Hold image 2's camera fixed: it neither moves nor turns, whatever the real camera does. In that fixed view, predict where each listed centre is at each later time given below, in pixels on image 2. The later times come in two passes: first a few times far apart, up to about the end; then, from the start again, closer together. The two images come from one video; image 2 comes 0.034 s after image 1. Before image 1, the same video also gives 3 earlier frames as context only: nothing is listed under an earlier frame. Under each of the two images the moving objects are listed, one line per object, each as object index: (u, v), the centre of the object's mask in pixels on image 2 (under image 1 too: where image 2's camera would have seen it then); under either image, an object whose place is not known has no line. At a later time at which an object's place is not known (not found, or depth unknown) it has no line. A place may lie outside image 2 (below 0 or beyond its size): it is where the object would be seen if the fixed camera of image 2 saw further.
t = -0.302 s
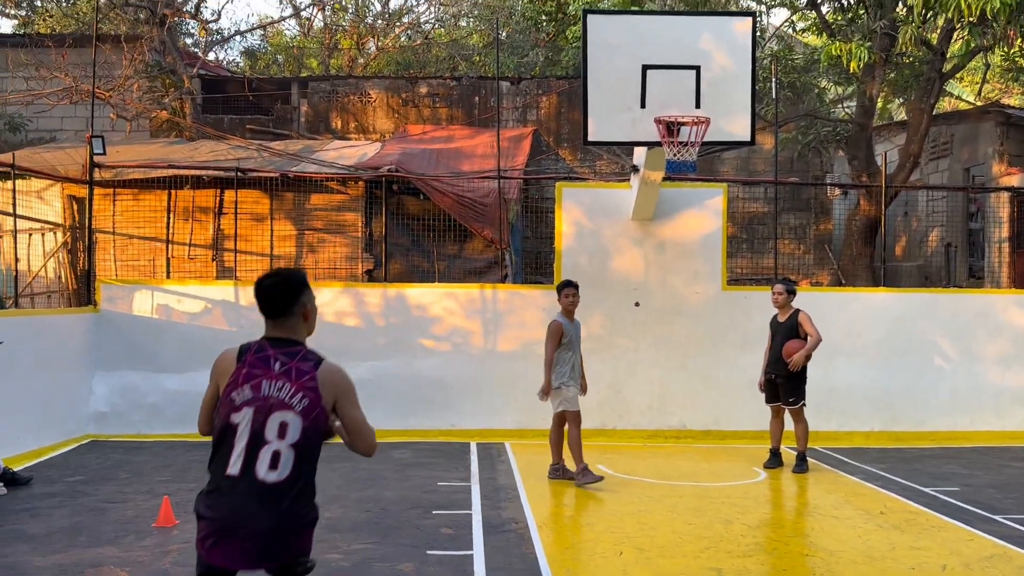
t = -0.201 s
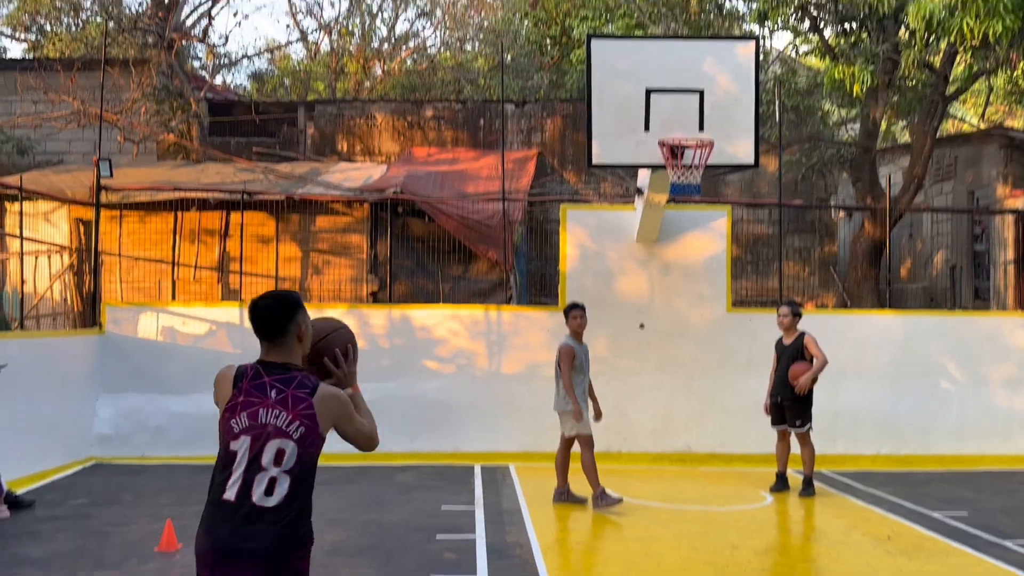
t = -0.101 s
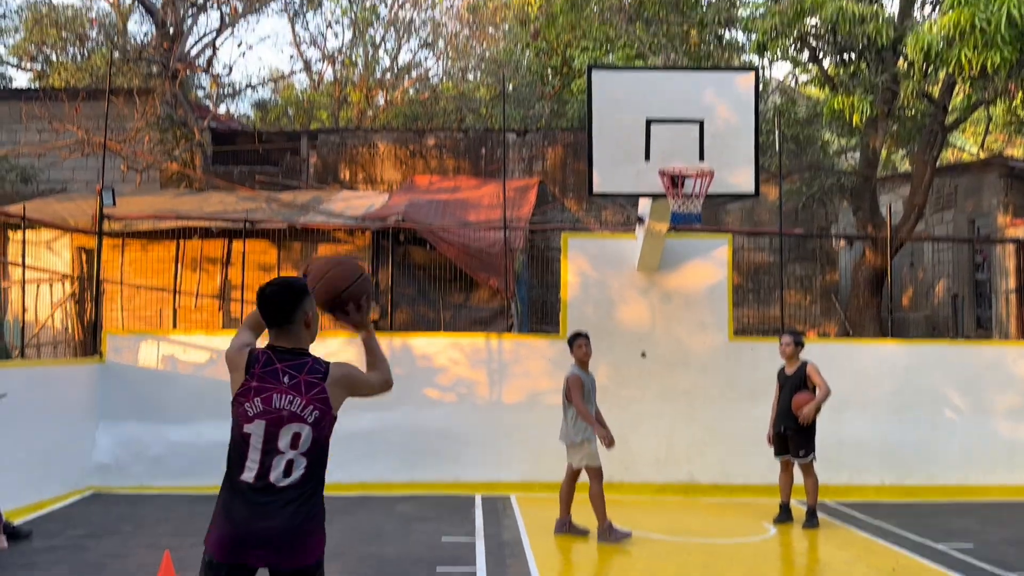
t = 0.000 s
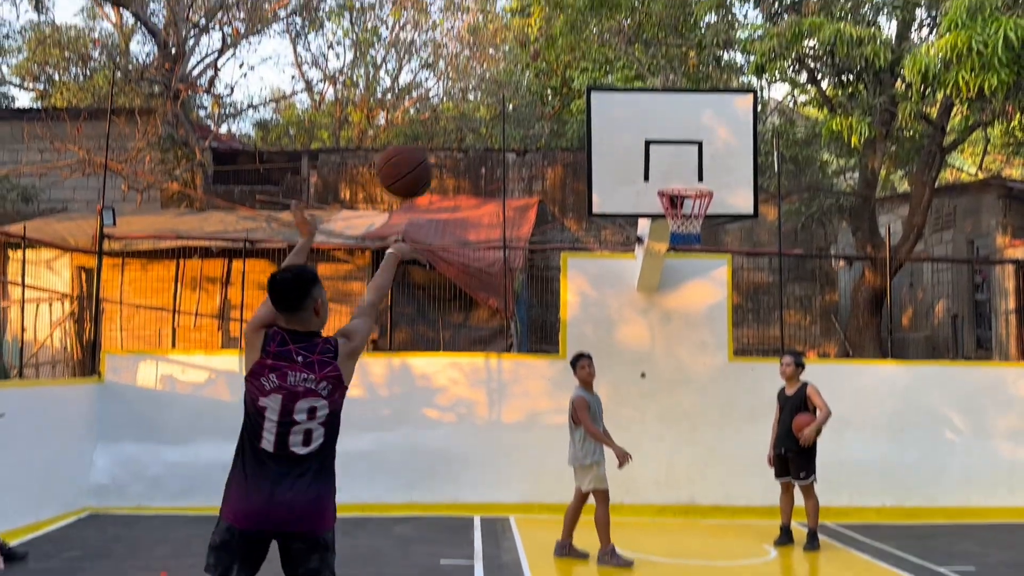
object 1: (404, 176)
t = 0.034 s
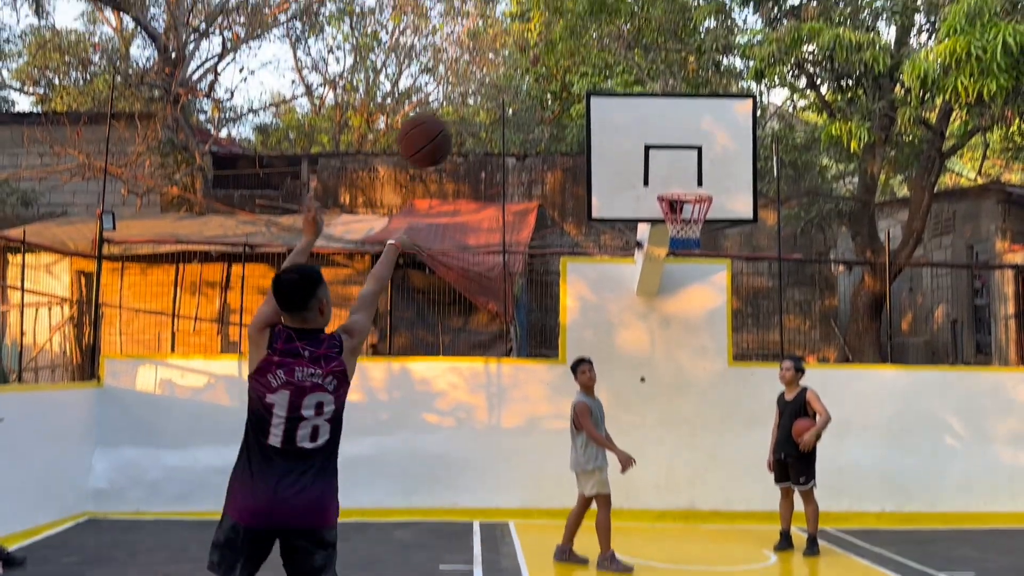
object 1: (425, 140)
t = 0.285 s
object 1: (540, 1)
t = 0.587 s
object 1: (626, 10)
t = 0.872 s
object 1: (679, 111)
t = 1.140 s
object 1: (716, 178)
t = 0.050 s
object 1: (434, 125)
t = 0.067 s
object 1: (443, 110)
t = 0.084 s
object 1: (453, 96)
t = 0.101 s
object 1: (462, 83)
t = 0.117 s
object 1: (469, 72)
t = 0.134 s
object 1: (477, 62)
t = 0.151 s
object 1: (485, 52)
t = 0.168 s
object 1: (493, 43)
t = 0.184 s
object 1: (500, 35)
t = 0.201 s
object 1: (508, 28)
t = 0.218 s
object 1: (514, 22)
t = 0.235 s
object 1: (521, 16)
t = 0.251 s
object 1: (528, 10)
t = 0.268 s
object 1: (534, 5)
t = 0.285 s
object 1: (540, 1)
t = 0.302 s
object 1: (546, -2)
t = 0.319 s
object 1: (552, -5)
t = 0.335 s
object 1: (557, -7)
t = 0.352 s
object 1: (563, -9)
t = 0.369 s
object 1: (568, -10)
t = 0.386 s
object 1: (573, -11)
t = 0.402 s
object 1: (579, -11)
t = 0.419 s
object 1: (583, -11)
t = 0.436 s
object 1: (588, -11)
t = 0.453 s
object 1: (592, -10)
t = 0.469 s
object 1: (597, -9)
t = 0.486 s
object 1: (601, -6)
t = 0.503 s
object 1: (606, -4)
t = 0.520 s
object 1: (609, -3)
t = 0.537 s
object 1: (613, 0)
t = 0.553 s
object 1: (617, 3)
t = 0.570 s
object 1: (621, 7)
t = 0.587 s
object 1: (626, 10)
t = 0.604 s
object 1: (628, 14)
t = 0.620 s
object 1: (633, 18)
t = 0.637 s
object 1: (636, 23)
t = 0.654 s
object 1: (640, 27)
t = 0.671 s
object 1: (642, 33)
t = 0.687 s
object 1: (646, 37)
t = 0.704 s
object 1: (649, 43)
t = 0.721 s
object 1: (652, 49)
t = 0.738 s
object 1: (656, 55)
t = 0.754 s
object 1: (658, 62)
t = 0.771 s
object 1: (663, 67)
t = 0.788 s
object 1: (666, 74)
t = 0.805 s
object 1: (668, 81)
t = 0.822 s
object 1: (671, 88)
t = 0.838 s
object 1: (674, 96)
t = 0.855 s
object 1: (677, 103)
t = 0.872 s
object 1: (679, 111)
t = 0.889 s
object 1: (682, 119)
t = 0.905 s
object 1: (685, 127)
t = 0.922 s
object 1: (687, 135)
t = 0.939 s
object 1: (690, 144)
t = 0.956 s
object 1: (692, 152)
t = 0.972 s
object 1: (695, 161)
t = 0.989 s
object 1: (697, 170)
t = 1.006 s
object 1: (699, 179)
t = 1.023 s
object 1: (702, 183)
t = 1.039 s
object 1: (704, 183)
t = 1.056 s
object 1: (706, 183)
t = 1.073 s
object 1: (708, 183)
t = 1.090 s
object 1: (710, 183)
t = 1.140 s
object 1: (716, 178)
